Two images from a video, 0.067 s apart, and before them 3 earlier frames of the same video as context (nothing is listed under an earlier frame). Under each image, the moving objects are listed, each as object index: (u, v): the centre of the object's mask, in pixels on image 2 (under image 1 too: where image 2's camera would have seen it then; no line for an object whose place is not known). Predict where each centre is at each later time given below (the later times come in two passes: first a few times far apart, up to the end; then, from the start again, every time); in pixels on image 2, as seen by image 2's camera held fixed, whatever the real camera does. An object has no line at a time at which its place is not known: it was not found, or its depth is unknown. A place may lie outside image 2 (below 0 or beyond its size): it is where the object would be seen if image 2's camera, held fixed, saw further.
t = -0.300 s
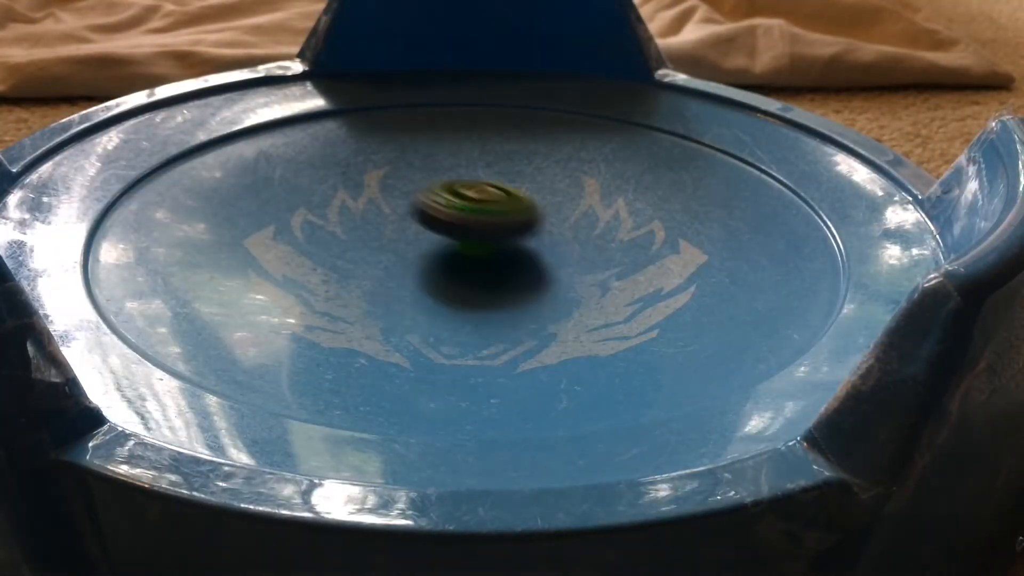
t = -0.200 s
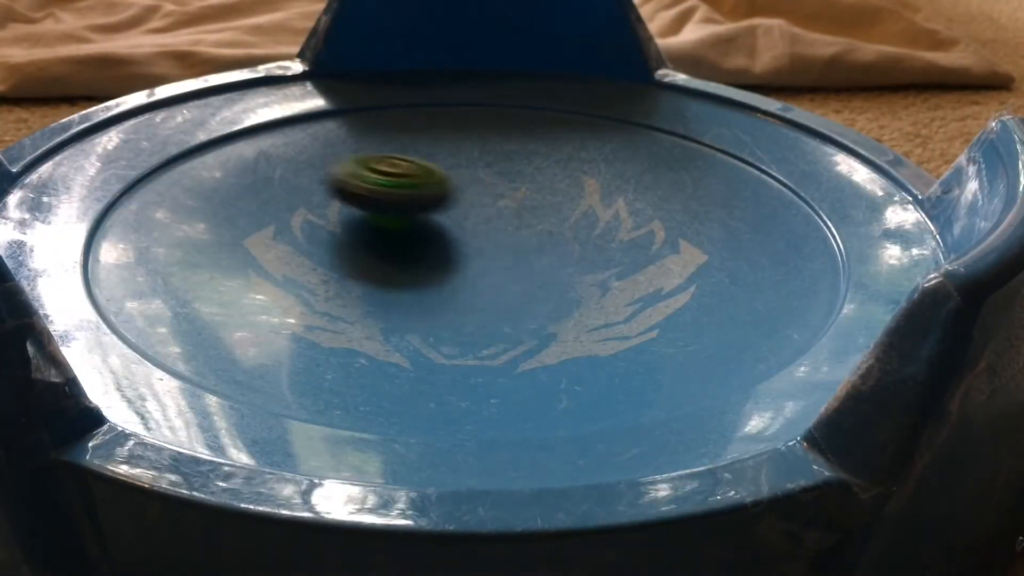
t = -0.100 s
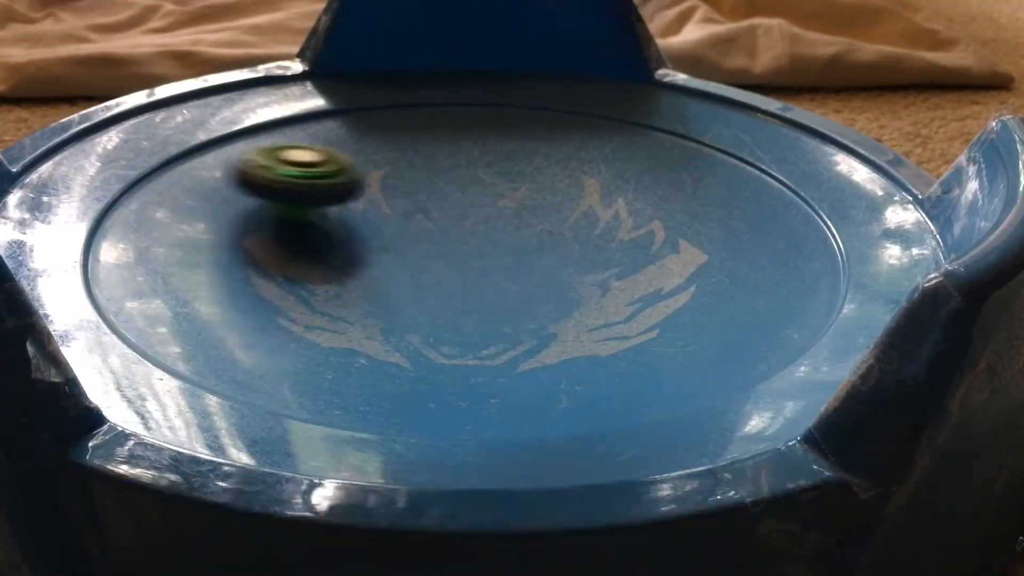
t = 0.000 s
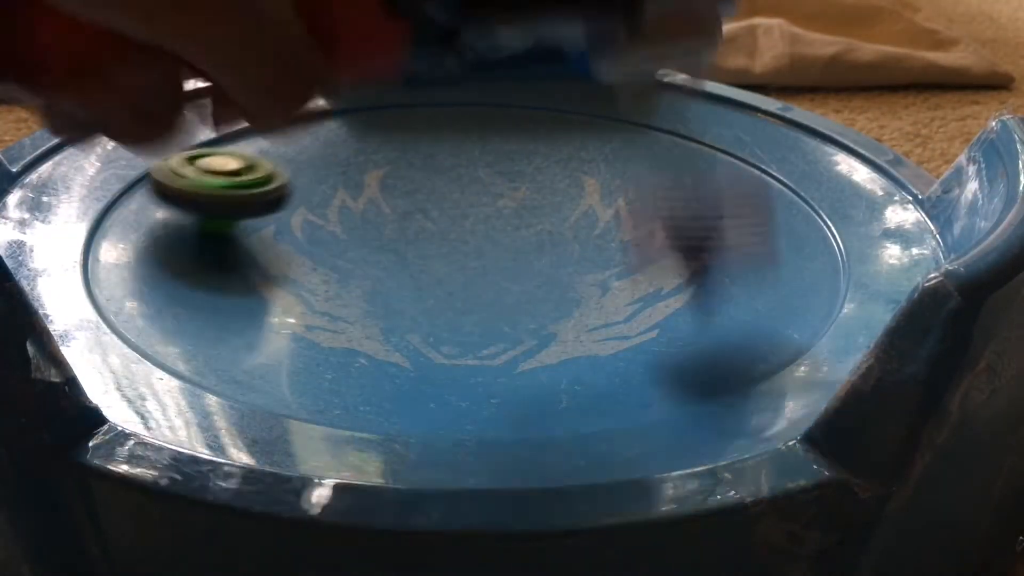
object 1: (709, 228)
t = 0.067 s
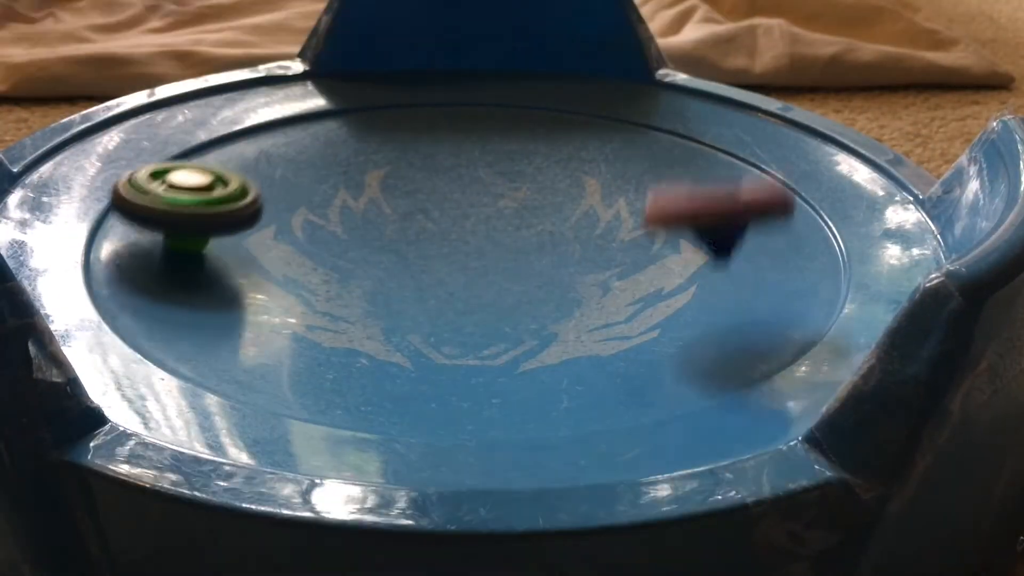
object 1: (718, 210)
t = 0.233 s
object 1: (677, 209)
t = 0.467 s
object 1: (510, 181)
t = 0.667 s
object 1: (415, 183)
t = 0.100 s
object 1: (721, 196)
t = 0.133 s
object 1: (716, 210)
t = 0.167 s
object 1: (708, 235)
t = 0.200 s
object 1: (692, 209)
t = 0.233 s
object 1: (677, 209)
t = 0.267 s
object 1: (652, 210)
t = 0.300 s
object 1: (633, 204)
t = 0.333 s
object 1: (607, 196)
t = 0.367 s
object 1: (582, 196)
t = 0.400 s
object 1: (557, 190)
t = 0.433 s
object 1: (533, 186)
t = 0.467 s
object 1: (510, 181)
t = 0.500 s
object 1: (488, 180)
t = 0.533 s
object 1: (469, 177)
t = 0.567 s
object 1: (451, 175)
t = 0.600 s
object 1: (436, 180)
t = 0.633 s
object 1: (425, 179)
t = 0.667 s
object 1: (415, 183)
